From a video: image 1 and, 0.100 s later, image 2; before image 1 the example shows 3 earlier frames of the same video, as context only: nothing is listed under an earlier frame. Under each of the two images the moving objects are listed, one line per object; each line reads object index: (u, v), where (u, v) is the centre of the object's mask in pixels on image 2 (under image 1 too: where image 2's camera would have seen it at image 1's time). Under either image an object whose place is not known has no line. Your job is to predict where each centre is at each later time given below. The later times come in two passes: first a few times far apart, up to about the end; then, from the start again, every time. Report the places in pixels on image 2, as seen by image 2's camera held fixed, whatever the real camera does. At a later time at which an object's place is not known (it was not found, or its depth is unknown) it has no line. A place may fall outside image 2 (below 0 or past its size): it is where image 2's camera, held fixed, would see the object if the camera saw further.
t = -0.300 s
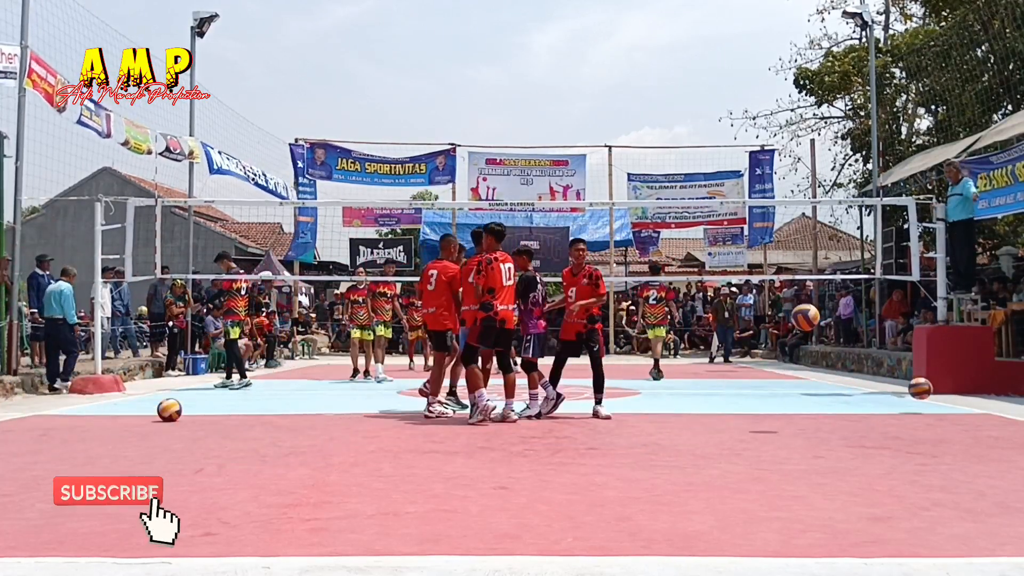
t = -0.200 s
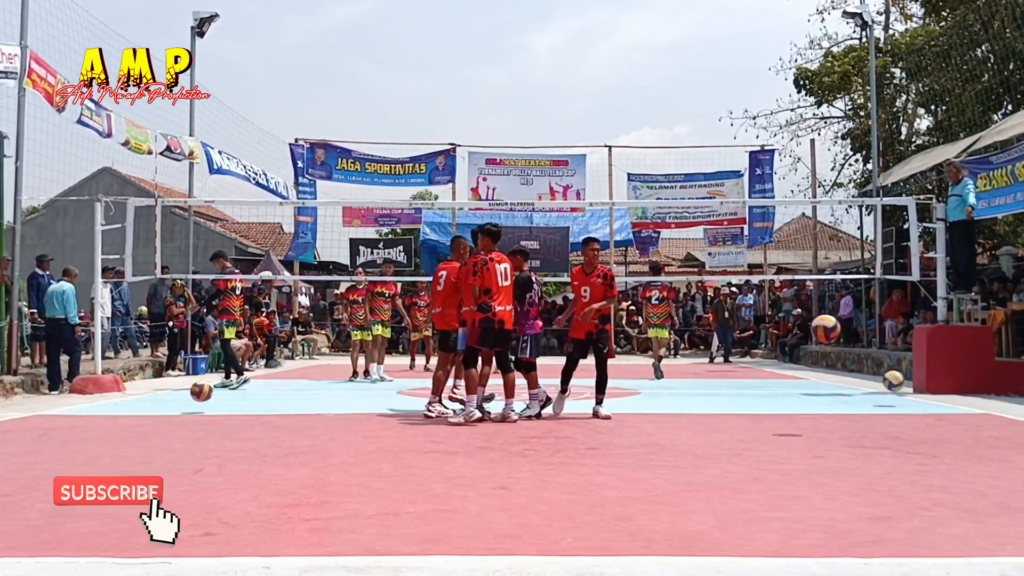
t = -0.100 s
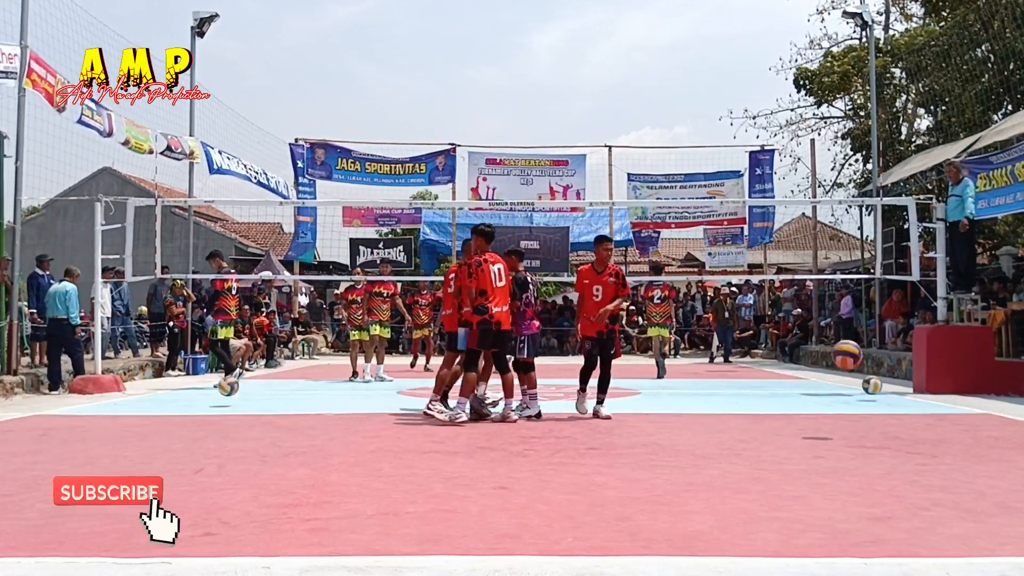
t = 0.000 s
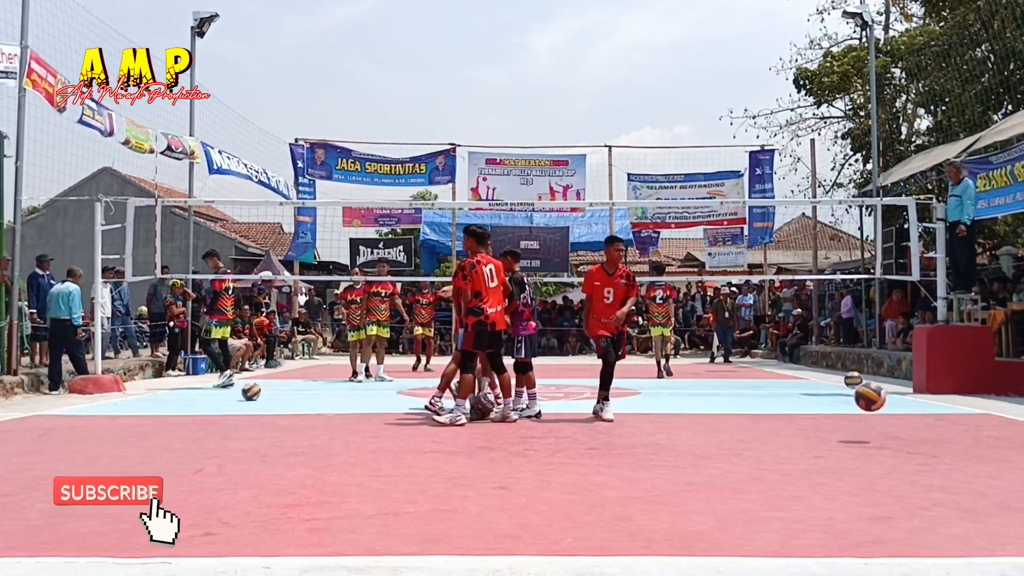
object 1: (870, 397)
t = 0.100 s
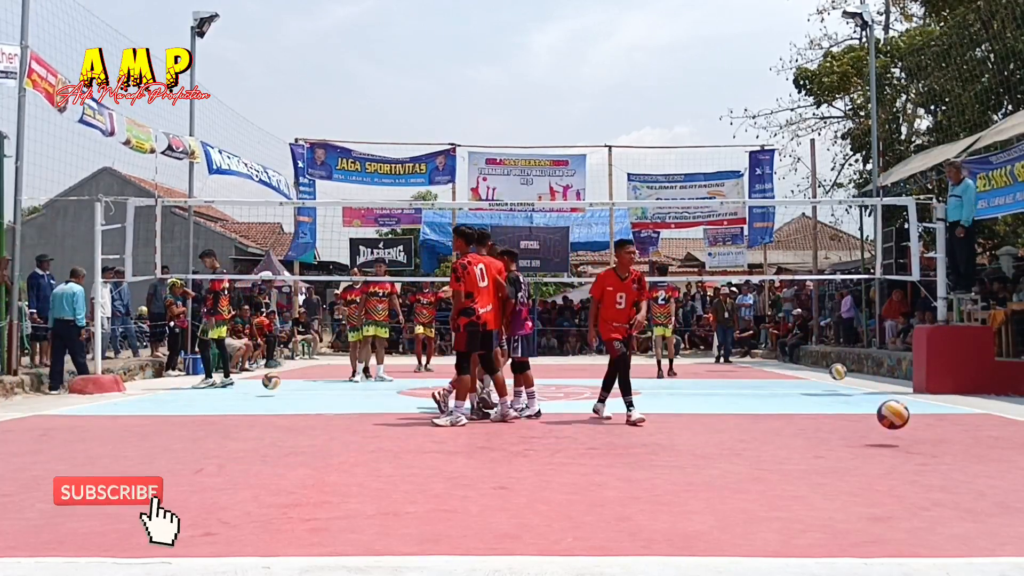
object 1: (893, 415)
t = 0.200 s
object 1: (917, 377)
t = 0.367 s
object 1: (959, 344)
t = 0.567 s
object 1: (1011, 360)
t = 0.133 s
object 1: (901, 402)
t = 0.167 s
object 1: (908, 389)
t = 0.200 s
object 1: (917, 377)
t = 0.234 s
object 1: (925, 368)
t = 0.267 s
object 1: (933, 360)
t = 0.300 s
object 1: (942, 353)
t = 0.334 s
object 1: (950, 348)
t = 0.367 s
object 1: (959, 344)
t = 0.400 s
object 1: (968, 341)
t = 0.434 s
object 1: (977, 342)
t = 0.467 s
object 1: (986, 343)
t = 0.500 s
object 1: (996, 347)
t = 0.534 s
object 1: (1006, 353)
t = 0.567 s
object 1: (1011, 360)
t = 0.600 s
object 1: (1016, 370)
